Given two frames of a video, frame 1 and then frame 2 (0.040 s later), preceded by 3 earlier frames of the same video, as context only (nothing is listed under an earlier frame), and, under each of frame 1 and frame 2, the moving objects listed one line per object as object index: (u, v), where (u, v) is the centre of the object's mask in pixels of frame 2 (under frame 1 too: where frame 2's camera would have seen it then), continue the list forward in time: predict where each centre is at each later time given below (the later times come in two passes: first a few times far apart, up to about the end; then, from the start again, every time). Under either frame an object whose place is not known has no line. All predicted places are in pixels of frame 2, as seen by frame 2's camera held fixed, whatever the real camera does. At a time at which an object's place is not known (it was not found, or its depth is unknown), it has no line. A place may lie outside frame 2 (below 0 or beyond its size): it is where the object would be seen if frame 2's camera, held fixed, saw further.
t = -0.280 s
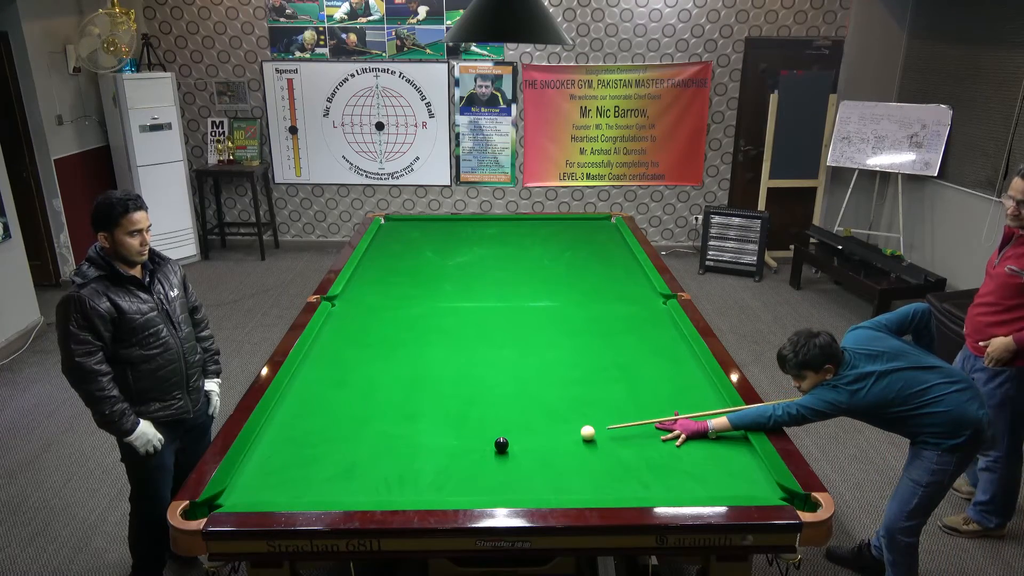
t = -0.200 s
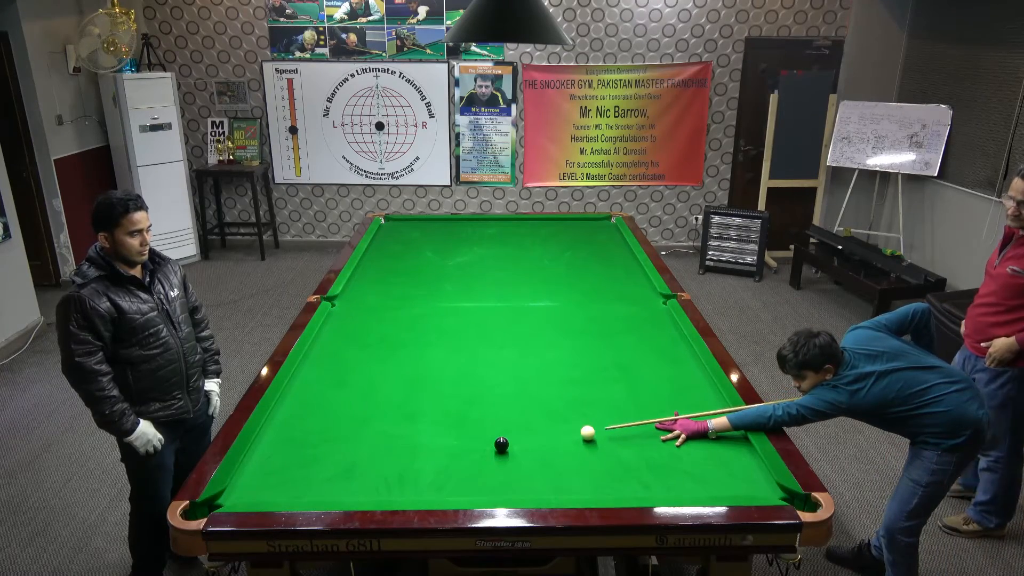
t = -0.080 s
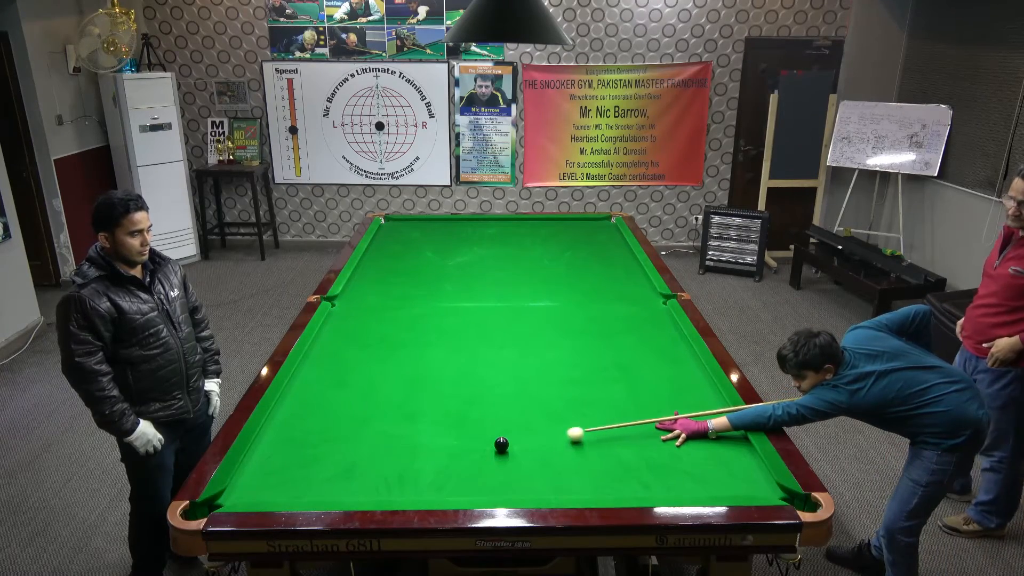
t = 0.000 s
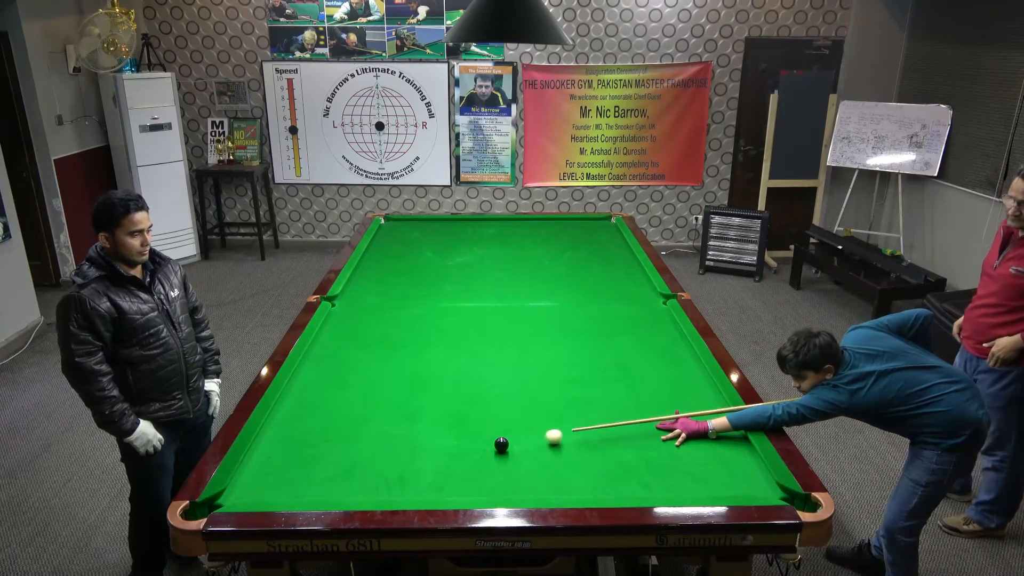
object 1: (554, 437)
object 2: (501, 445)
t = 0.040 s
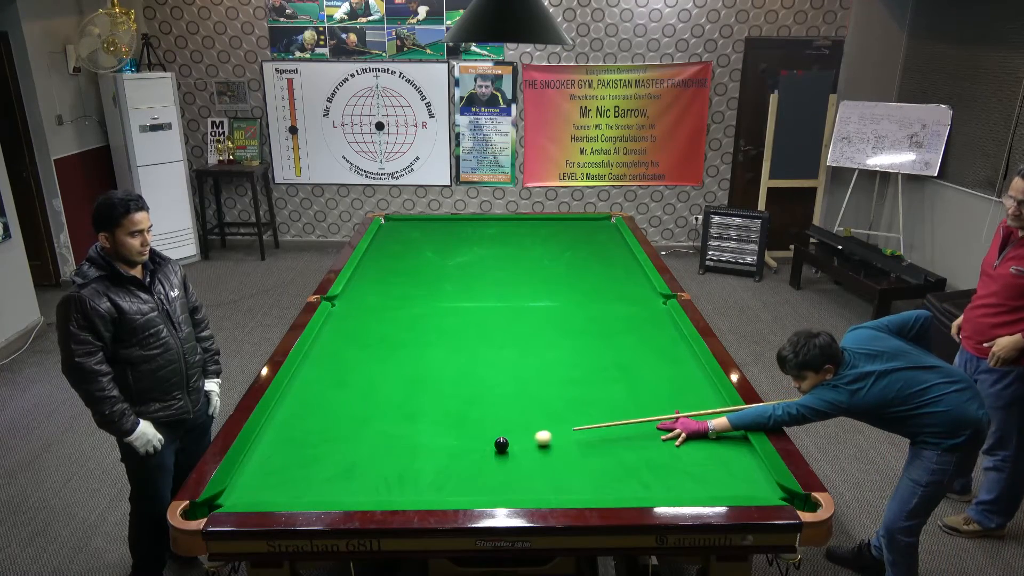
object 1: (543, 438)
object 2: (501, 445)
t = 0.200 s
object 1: (513, 440)
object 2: (489, 448)
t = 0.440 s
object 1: (496, 438)
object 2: (448, 456)
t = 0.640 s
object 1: (482, 437)
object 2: (415, 463)
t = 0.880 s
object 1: (468, 436)
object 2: (376, 471)
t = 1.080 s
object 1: (457, 435)
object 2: (343, 478)
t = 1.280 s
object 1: (448, 434)
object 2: (311, 484)
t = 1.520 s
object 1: (438, 434)
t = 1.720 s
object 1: (430, 433)
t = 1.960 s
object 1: (423, 433)
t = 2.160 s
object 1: (419, 433)
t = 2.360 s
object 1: (416, 432)
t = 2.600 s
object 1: (413, 432)
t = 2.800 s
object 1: (412, 432)
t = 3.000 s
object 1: (412, 432)
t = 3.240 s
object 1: (412, 432)
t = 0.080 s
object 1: (532, 439)
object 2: (501, 445)
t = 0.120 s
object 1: (522, 440)
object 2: (501, 445)
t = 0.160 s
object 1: (515, 441)
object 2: (498, 445)
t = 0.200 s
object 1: (513, 440)
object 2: (489, 448)
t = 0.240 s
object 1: (510, 440)
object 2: (481, 449)
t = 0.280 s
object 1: (507, 440)
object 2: (475, 450)
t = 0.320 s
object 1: (504, 439)
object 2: (468, 452)
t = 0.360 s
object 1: (501, 439)
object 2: (461, 453)
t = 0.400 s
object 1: (498, 439)
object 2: (455, 454)
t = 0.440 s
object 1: (496, 438)
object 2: (448, 456)
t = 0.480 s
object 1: (493, 438)
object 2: (442, 457)
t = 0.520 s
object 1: (490, 438)
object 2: (435, 458)
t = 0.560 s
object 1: (487, 438)
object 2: (428, 460)
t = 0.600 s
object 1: (485, 437)
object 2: (422, 461)
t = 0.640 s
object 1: (482, 437)
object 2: (415, 463)
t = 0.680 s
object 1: (480, 437)
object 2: (409, 465)
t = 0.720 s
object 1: (477, 437)
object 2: (402, 465)
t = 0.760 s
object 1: (475, 436)
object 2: (395, 467)
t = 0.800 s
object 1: (472, 436)
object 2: (389, 468)
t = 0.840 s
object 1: (470, 436)
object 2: (382, 469)
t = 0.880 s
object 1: (468, 436)
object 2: (376, 471)
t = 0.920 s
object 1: (465, 435)
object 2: (369, 472)
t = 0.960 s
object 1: (463, 435)
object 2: (362, 474)
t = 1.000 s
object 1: (461, 435)
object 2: (356, 475)
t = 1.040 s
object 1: (459, 435)
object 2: (350, 476)
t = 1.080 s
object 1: (457, 435)
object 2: (343, 478)
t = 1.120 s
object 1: (455, 435)
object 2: (337, 479)
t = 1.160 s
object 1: (453, 435)
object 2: (330, 480)
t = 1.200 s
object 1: (451, 434)
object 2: (324, 482)
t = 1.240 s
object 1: (449, 434)
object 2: (317, 483)
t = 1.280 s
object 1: (448, 434)
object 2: (311, 484)
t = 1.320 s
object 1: (446, 434)
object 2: (305, 485)
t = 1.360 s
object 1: (444, 434)
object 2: (298, 487)
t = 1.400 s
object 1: (442, 434)
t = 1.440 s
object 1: (441, 434)
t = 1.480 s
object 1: (439, 434)
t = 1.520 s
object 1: (438, 434)
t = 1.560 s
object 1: (436, 433)
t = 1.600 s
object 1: (435, 433)
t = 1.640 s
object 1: (433, 433)
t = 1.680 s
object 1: (432, 433)
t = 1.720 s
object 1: (430, 433)
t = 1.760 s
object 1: (429, 433)
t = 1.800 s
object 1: (428, 433)
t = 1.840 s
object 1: (427, 433)
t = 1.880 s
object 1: (425, 433)
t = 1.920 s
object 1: (424, 433)
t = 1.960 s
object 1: (423, 433)
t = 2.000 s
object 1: (422, 433)
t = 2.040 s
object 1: (421, 433)
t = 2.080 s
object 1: (421, 433)
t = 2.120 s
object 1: (420, 433)
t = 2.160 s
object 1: (419, 433)
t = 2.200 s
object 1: (418, 433)
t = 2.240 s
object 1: (417, 432)
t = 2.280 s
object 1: (417, 432)
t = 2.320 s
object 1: (416, 432)
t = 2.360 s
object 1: (416, 432)
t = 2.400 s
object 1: (415, 432)
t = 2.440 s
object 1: (415, 432)
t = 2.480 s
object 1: (414, 432)
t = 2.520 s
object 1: (414, 432)
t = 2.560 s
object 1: (414, 432)
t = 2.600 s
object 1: (413, 432)
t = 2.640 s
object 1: (413, 432)
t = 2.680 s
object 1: (413, 432)
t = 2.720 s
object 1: (413, 432)
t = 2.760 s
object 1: (412, 432)
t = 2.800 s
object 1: (412, 432)
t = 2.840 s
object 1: (412, 432)
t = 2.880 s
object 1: (412, 432)
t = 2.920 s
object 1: (412, 432)
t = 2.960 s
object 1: (412, 432)
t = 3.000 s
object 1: (412, 432)
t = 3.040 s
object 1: (412, 432)
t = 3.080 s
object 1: (412, 432)
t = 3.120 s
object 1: (412, 432)
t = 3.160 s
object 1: (412, 432)
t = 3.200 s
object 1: (412, 432)
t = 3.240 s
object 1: (412, 432)
